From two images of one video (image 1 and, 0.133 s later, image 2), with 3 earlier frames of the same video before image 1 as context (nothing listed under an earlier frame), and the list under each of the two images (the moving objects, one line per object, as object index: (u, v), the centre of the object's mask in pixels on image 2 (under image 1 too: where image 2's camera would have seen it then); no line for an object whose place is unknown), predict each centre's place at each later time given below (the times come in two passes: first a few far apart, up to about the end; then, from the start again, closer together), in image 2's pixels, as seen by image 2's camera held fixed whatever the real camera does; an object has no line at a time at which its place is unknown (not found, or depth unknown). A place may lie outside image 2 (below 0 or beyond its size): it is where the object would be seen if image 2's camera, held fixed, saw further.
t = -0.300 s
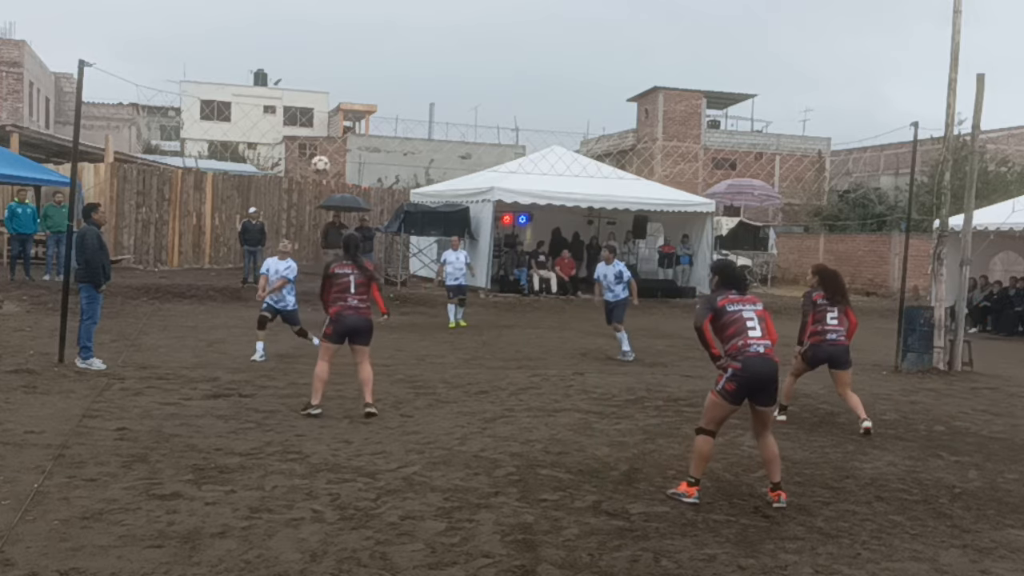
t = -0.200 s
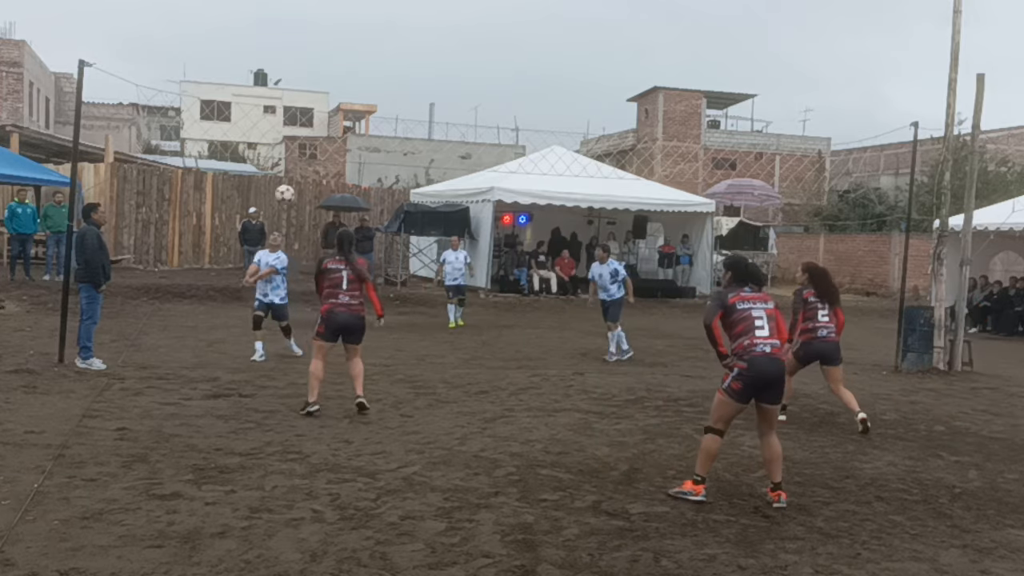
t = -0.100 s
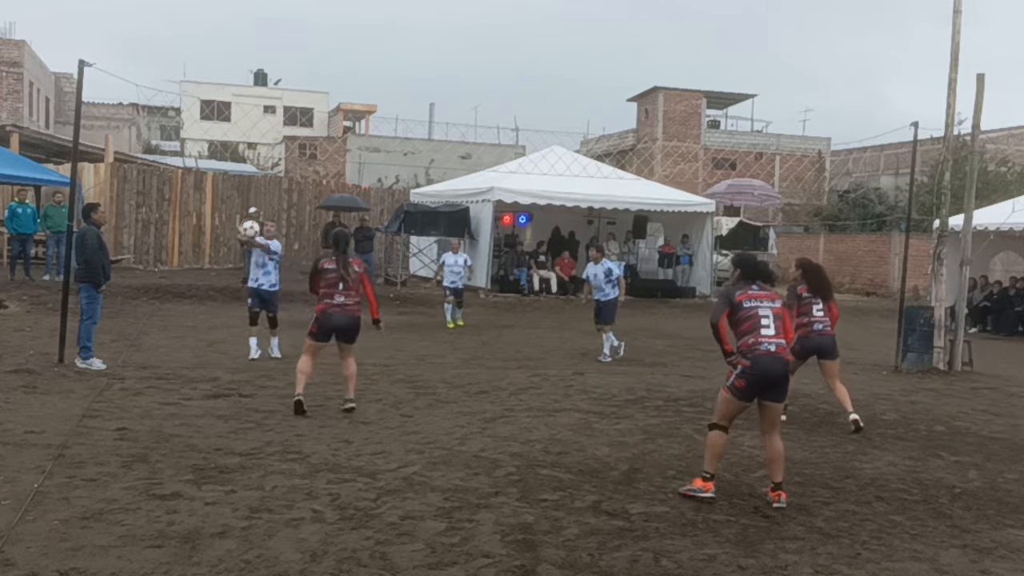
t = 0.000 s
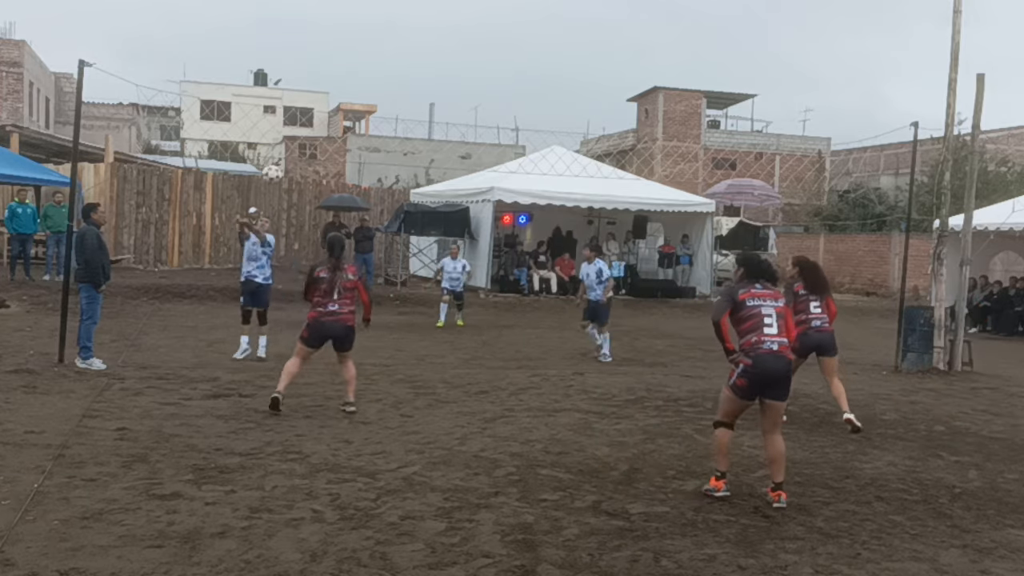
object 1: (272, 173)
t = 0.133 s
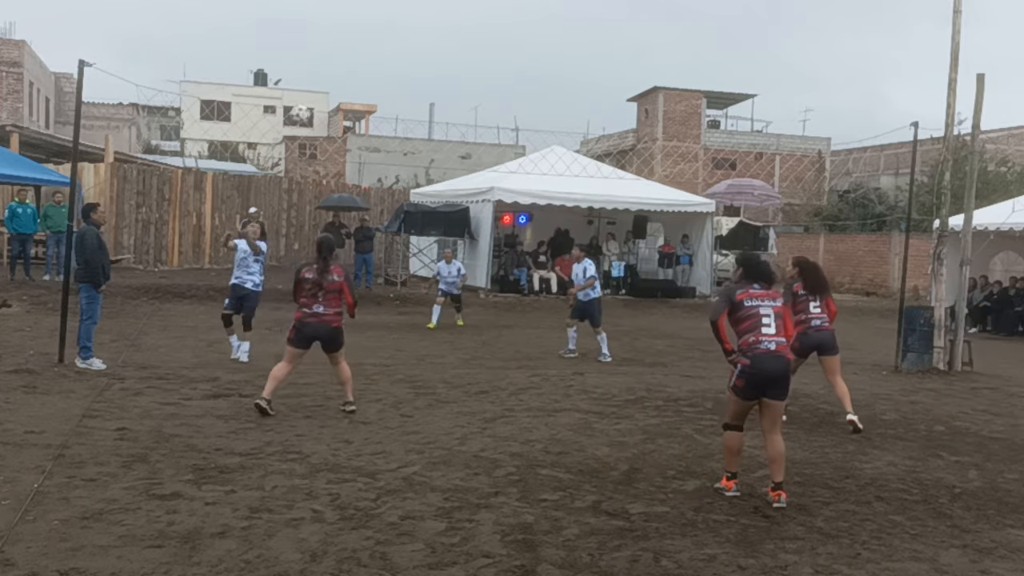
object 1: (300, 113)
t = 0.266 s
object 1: (327, 70)
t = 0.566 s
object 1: (386, 25)
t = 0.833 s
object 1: (433, 49)
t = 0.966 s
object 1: (455, 81)
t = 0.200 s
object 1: (313, 90)
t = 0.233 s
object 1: (321, 80)
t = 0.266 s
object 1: (327, 70)
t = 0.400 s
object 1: (354, 41)
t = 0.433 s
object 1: (360, 36)
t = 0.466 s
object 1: (367, 33)
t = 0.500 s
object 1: (373, 29)
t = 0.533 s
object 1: (379, 28)
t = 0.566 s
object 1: (386, 25)
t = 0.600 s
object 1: (392, 25)
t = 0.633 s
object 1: (398, 26)
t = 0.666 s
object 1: (403, 28)
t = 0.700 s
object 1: (410, 31)
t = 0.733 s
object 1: (415, 33)
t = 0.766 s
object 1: (422, 38)
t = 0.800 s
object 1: (427, 43)
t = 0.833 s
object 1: (433, 49)
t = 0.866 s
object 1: (439, 56)
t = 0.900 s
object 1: (445, 63)
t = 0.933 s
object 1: (450, 72)
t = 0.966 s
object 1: (455, 81)
